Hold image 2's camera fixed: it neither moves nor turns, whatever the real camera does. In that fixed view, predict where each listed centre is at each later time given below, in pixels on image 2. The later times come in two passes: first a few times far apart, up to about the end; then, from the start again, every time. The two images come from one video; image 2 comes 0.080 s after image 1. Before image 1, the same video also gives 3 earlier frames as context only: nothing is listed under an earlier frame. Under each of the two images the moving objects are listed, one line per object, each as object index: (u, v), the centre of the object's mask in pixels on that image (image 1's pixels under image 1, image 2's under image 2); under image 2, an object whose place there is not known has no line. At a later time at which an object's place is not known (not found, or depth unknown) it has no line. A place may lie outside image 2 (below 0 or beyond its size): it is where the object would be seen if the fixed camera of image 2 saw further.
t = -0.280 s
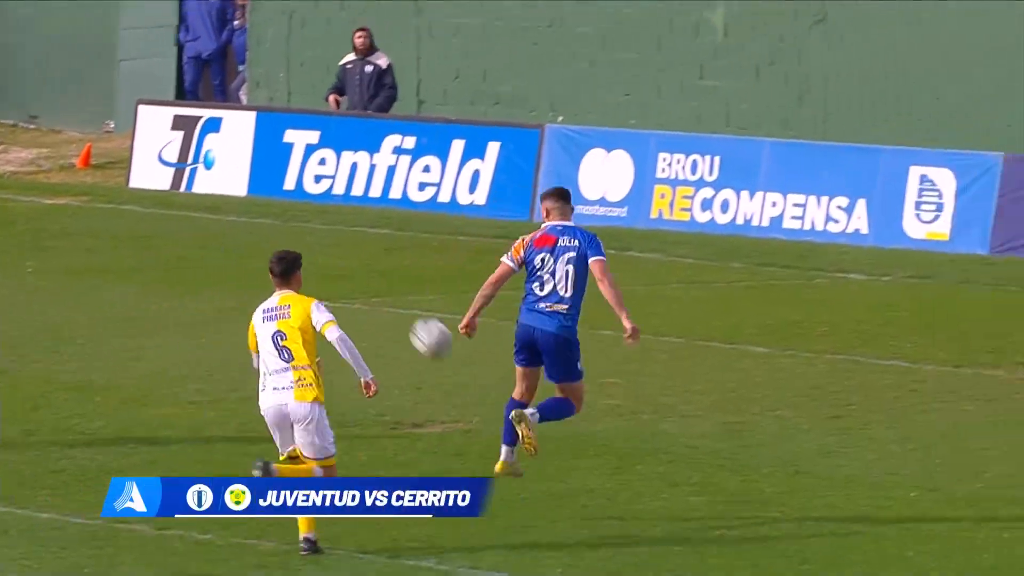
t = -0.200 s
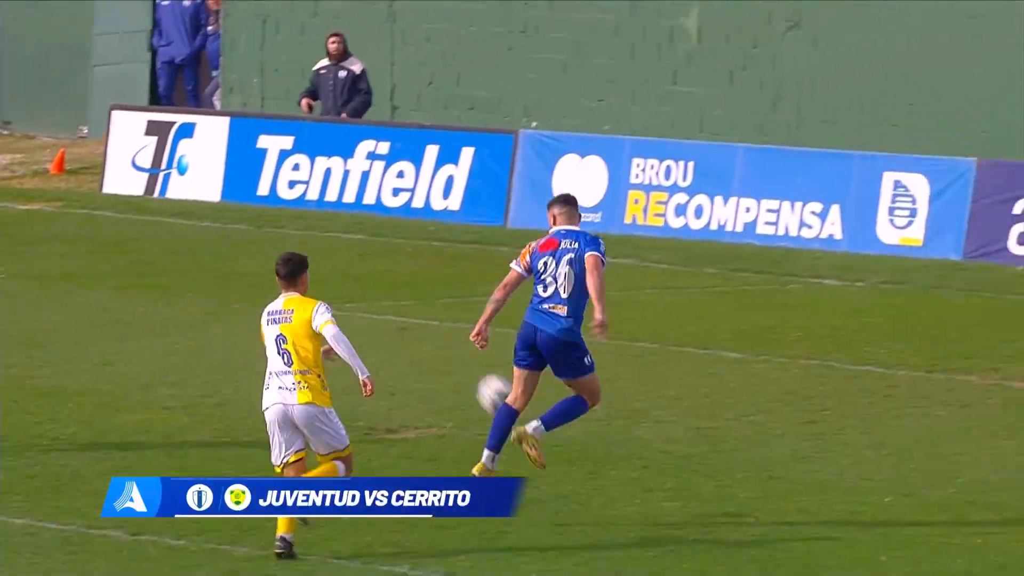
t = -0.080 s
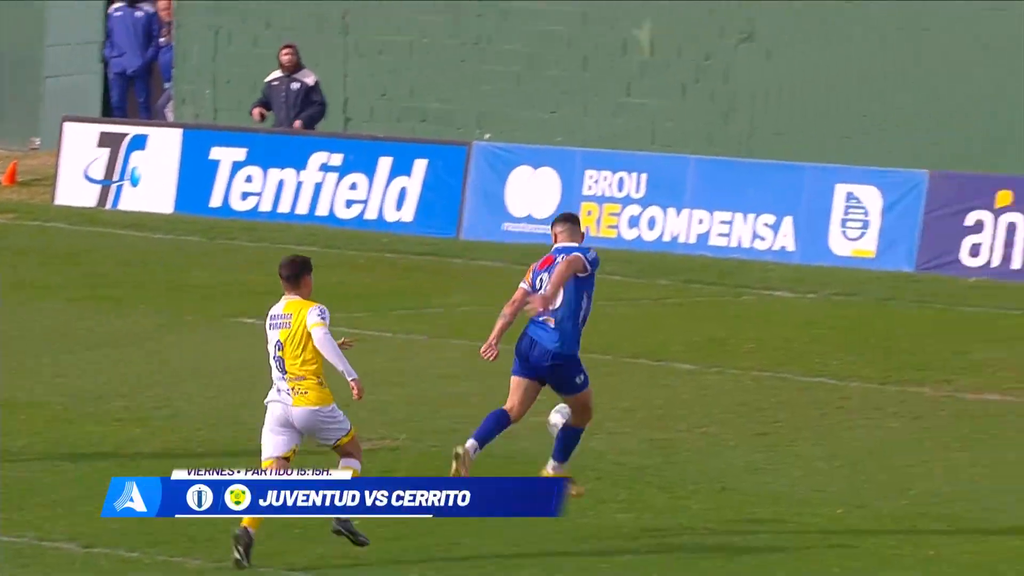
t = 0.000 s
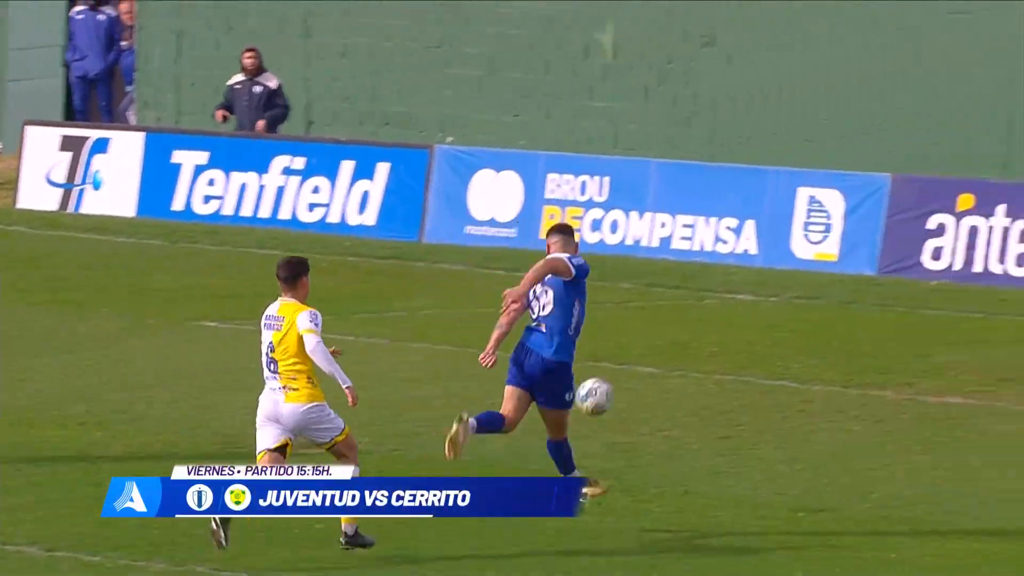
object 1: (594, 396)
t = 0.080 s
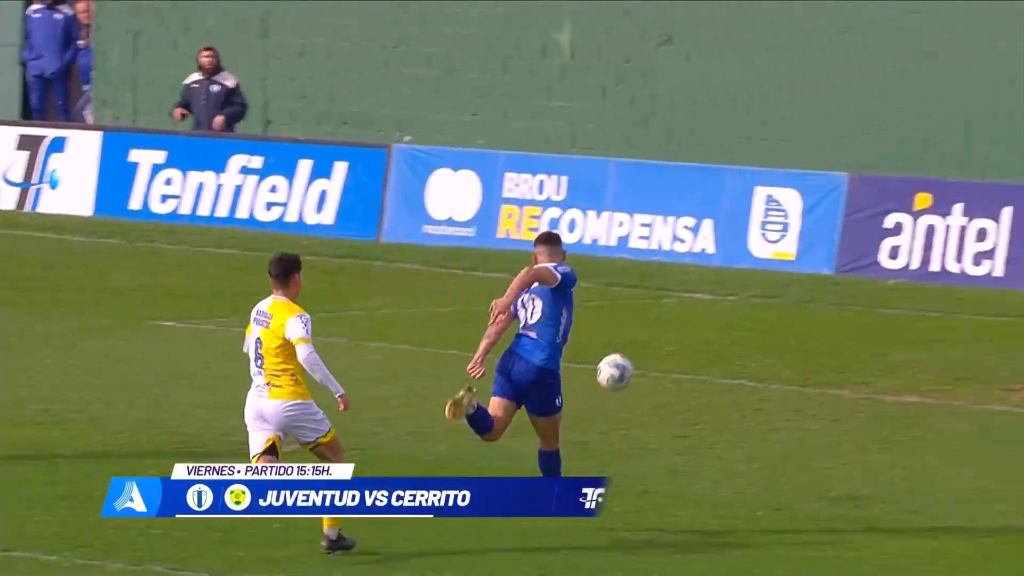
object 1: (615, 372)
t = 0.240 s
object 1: (737, 335)
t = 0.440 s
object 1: (887, 304)
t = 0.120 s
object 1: (645, 360)
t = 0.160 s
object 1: (676, 351)
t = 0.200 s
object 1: (707, 343)
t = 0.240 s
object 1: (737, 335)
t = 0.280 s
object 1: (768, 327)
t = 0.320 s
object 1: (797, 320)
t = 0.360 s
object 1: (827, 314)
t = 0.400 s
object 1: (857, 309)
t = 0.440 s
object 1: (887, 304)
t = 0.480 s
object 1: (918, 300)
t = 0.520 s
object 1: (949, 297)
